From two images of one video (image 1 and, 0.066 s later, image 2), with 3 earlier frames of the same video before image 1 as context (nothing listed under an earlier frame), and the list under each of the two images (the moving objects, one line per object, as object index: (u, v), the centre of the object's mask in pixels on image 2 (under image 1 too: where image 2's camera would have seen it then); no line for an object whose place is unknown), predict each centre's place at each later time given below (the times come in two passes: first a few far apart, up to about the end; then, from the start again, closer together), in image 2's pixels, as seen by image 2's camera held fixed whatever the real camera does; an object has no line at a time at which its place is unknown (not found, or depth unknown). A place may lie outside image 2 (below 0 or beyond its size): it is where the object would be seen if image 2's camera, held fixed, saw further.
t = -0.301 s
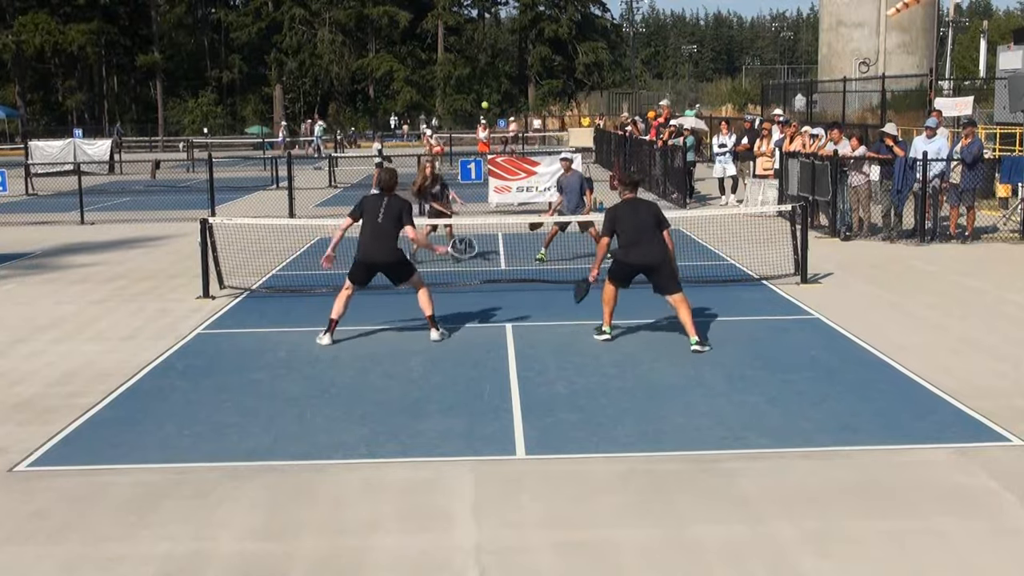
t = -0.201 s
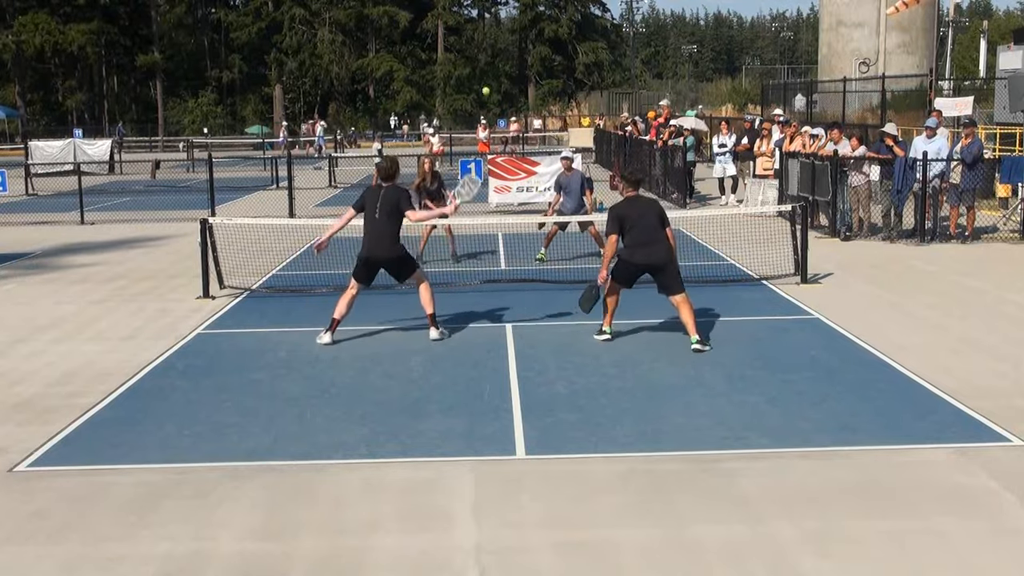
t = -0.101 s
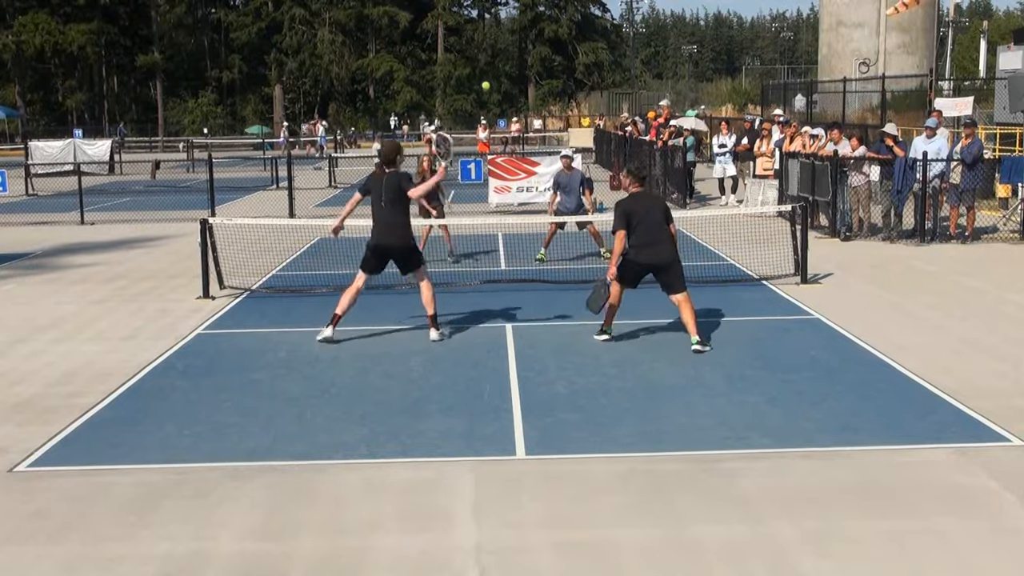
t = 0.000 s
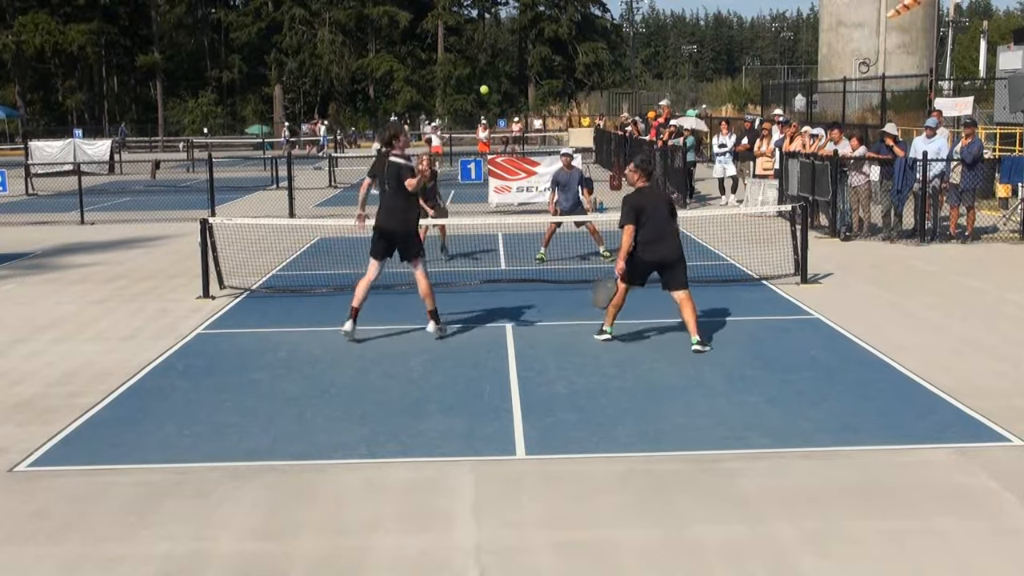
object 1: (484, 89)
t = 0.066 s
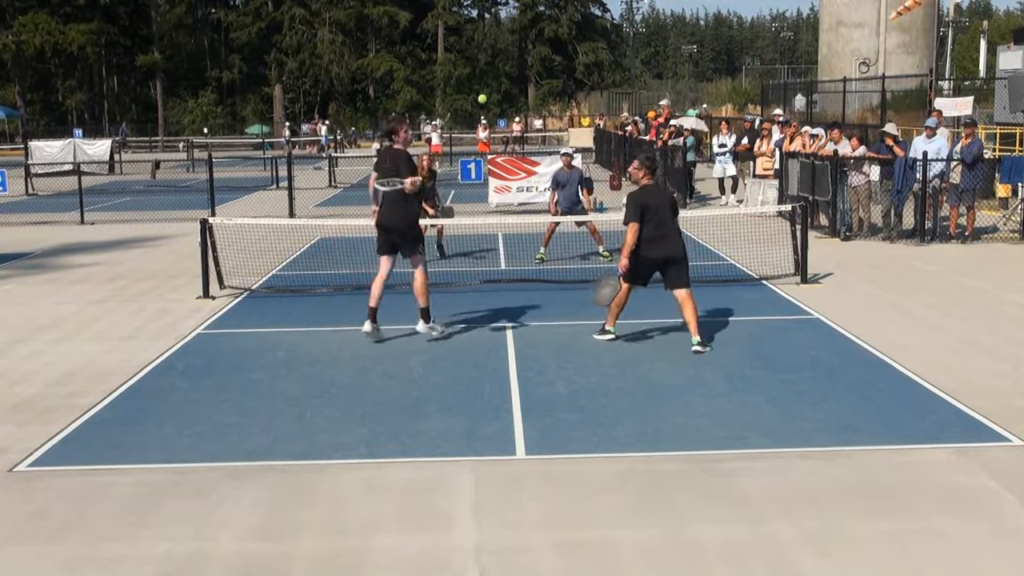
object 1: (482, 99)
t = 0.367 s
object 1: (467, 225)
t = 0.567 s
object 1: (451, 418)
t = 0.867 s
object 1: (420, 400)
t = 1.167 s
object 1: (382, 457)
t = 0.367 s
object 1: (467, 225)
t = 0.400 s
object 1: (465, 248)
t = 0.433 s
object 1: (463, 276)
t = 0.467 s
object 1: (460, 306)
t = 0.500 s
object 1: (457, 340)
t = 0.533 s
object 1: (454, 378)
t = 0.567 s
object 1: (451, 418)
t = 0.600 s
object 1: (448, 461)
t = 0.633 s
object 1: (445, 483)
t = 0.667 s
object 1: (441, 466)
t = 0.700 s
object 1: (439, 450)
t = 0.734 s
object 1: (435, 436)
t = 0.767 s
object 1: (431, 425)
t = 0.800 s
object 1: (427, 415)
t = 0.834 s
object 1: (423, 406)
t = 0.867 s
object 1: (420, 400)
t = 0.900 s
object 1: (416, 396)
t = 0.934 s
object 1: (412, 394)
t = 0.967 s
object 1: (408, 395)
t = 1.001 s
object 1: (404, 398)
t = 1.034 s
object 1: (399, 404)
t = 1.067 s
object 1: (395, 413)
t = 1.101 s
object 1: (390, 425)
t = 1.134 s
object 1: (386, 440)
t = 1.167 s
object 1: (382, 457)
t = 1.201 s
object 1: (376, 480)
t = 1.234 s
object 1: (372, 505)
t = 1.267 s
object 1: (368, 534)
